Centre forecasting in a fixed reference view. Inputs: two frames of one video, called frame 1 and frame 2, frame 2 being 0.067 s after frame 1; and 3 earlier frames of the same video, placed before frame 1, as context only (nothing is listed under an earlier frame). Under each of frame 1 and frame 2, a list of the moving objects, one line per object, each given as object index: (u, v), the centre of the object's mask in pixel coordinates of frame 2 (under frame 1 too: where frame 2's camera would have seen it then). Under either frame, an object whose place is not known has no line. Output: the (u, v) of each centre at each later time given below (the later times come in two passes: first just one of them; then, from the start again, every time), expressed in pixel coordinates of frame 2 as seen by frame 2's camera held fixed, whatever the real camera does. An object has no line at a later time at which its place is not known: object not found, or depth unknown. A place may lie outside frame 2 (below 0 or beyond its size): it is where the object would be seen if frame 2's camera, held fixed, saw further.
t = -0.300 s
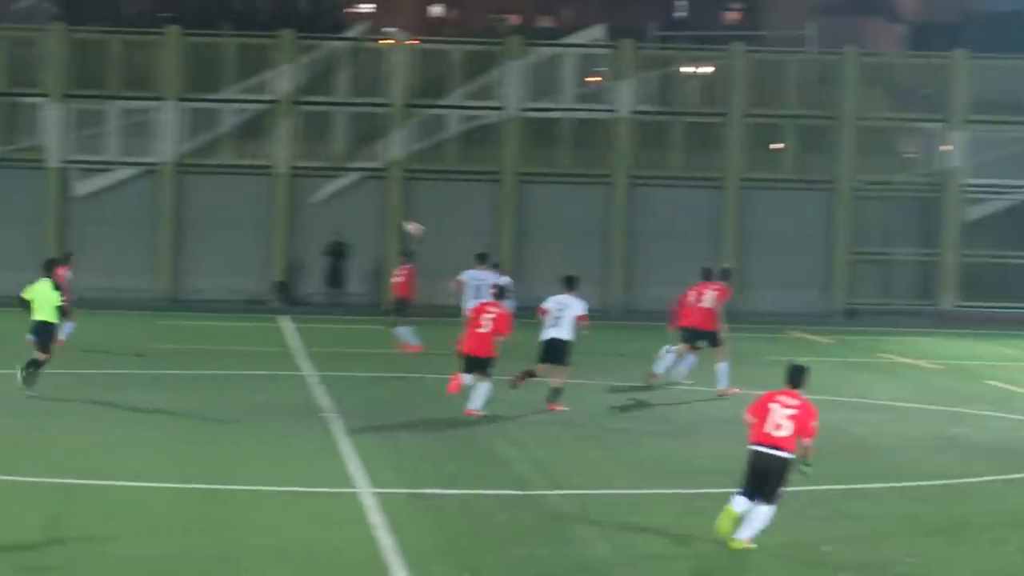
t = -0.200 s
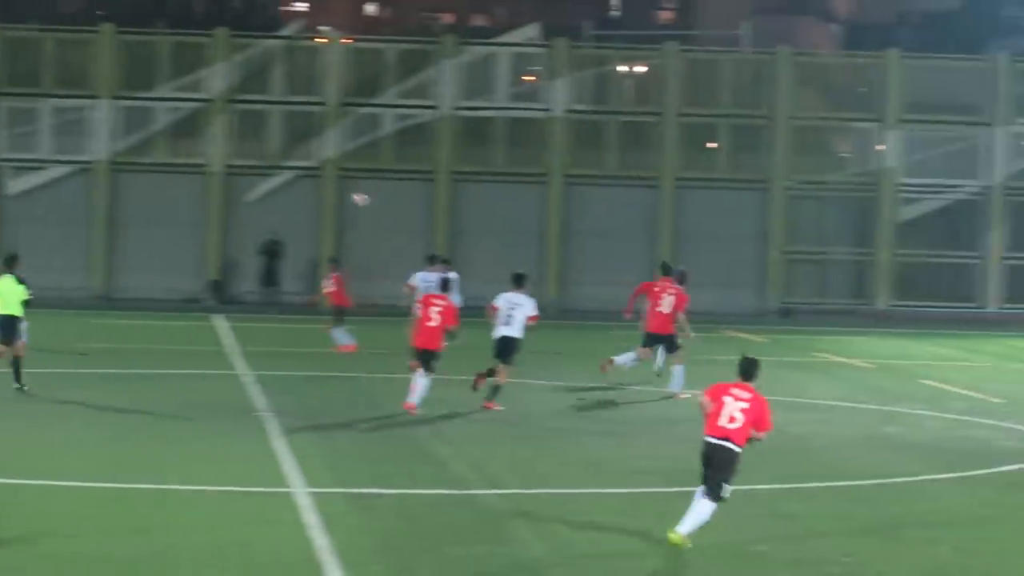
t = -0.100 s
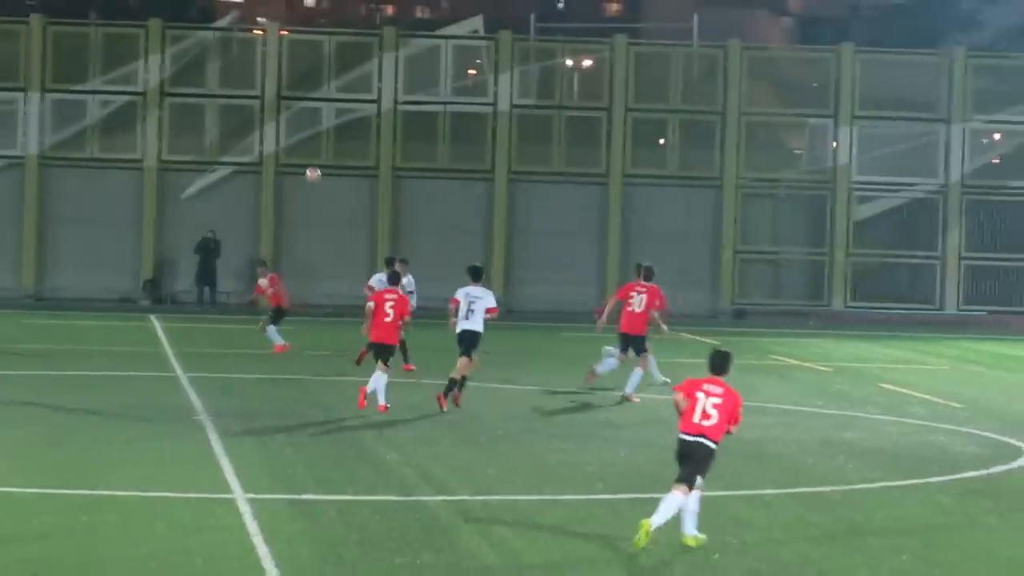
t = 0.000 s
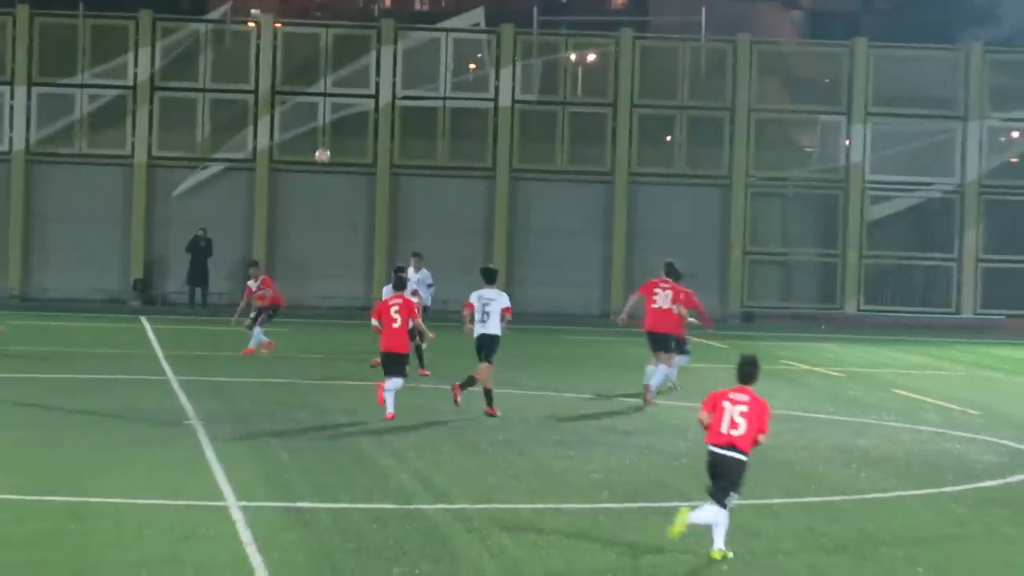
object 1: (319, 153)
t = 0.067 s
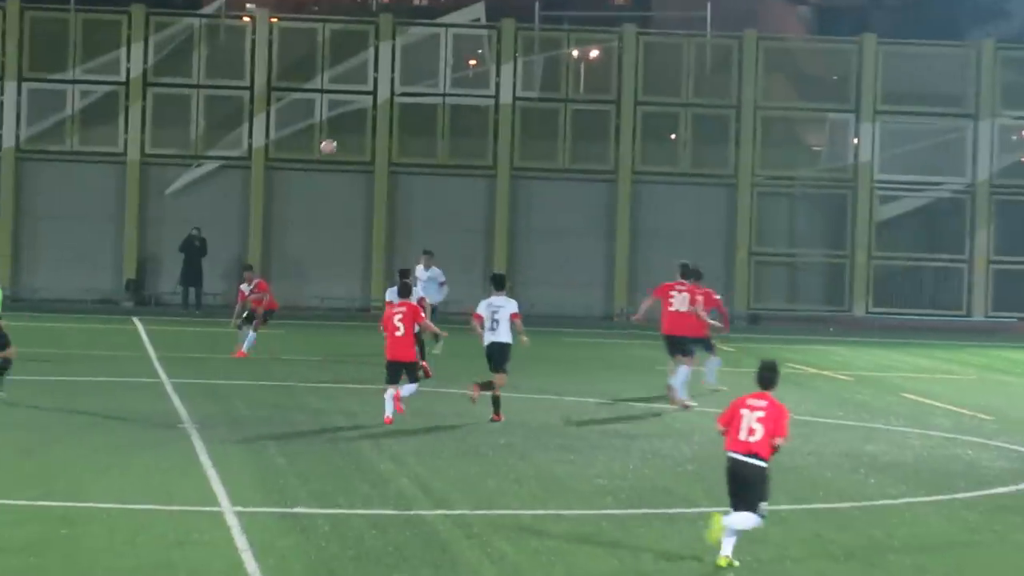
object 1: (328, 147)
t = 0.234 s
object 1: (352, 142)
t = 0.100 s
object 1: (333, 144)
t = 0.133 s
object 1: (338, 142)
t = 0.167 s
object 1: (342, 141)
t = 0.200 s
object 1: (347, 141)
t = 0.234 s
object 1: (352, 142)
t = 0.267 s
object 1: (356, 143)
